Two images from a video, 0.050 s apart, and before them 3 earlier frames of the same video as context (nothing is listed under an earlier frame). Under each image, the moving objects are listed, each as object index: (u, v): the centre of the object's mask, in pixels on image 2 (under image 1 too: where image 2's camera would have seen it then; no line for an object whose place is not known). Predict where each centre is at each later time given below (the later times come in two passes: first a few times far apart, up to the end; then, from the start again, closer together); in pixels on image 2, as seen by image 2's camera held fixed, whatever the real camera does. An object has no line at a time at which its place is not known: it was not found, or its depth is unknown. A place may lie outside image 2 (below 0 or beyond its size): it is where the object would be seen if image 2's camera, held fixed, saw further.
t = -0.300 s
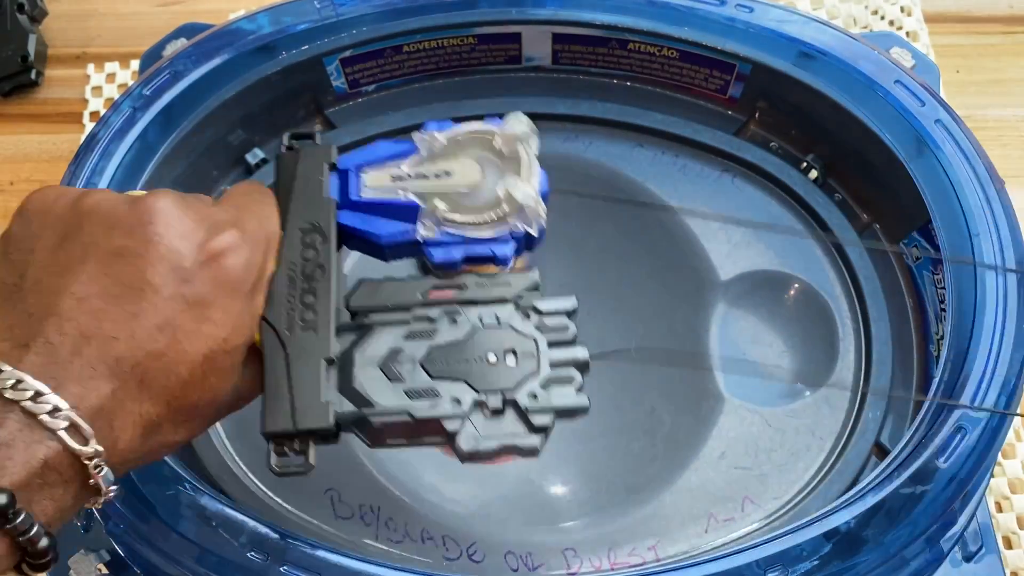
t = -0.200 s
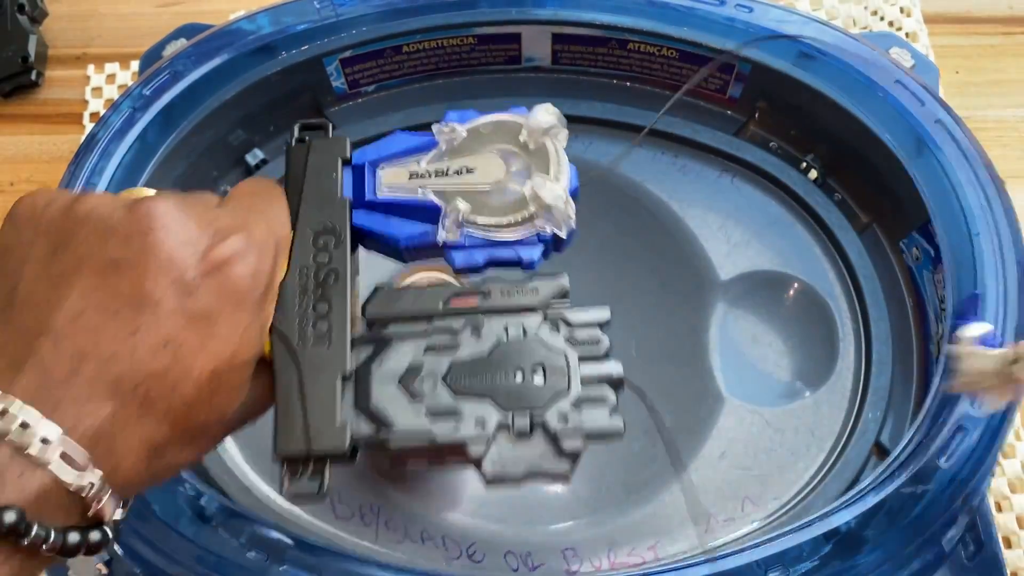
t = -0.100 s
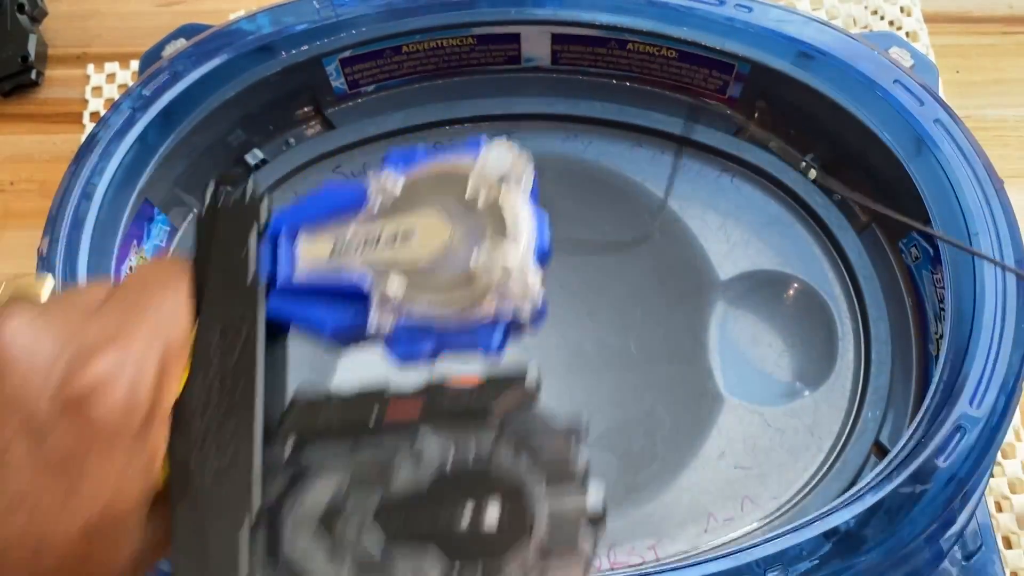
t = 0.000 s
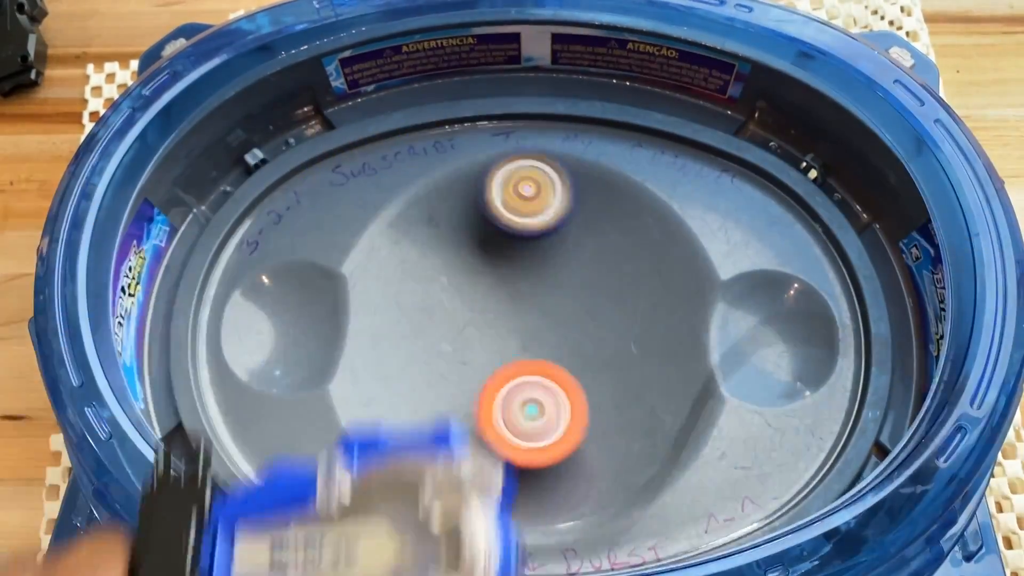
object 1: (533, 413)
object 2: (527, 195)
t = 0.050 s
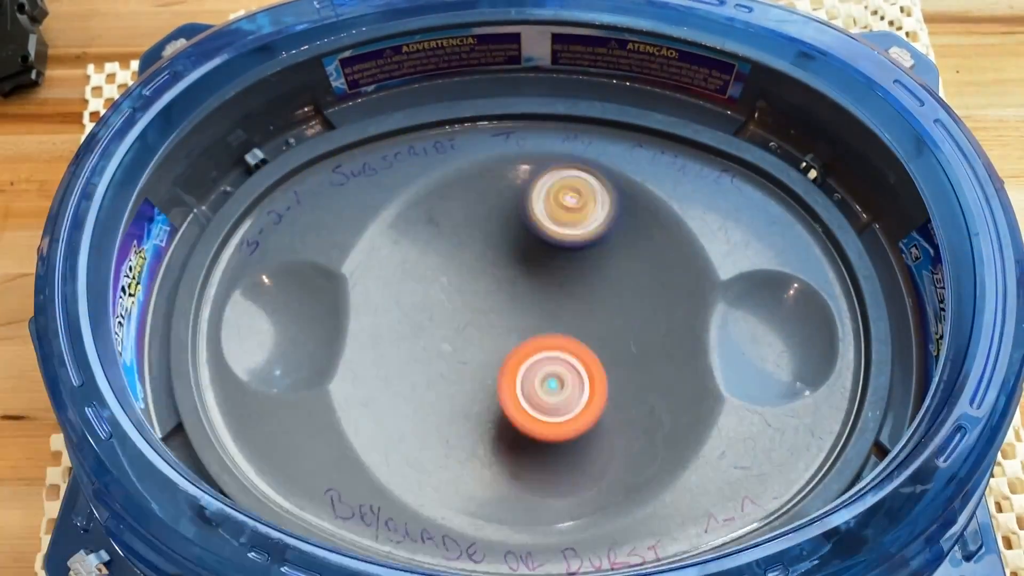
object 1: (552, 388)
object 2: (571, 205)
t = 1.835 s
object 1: (588, 309)
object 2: (756, 273)
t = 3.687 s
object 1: (507, 393)
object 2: (293, 254)
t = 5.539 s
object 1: (476, 415)
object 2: (619, 470)
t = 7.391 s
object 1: (564, 264)
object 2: (258, 210)
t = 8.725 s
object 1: (487, 348)
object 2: (733, 460)
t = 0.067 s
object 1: (556, 377)
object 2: (584, 211)
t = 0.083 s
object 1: (558, 367)
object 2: (599, 221)
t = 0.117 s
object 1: (558, 344)
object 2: (627, 243)
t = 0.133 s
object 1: (554, 334)
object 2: (639, 257)
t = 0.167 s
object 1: (544, 315)
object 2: (663, 293)
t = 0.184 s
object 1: (537, 307)
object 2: (669, 311)
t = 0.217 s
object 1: (520, 294)
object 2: (678, 353)
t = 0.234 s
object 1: (511, 290)
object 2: (679, 377)
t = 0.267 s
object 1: (492, 285)
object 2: (672, 417)
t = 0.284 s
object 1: (481, 285)
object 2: (661, 439)
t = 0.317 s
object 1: (462, 292)
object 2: (635, 476)
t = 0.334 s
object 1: (455, 298)
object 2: (617, 492)
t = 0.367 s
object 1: (446, 310)
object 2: (575, 518)
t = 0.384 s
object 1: (444, 316)
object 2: (552, 525)
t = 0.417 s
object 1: (444, 330)
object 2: (506, 532)
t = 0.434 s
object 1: (446, 336)
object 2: (489, 534)
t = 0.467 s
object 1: (452, 348)
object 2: (453, 533)
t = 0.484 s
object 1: (456, 353)
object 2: (438, 529)
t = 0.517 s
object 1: (465, 359)
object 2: (406, 519)
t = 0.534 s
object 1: (470, 362)
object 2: (394, 513)
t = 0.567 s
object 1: (482, 364)
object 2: (372, 496)
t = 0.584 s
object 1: (488, 363)
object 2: (363, 486)
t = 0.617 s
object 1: (499, 361)
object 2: (348, 464)
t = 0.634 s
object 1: (505, 358)
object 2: (344, 452)
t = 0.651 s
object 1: (509, 355)
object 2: (340, 440)
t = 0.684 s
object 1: (516, 346)
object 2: (334, 414)
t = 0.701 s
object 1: (517, 340)
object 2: (333, 399)
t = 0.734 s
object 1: (521, 331)
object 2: (336, 367)
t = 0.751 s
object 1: (522, 324)
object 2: (339, 352)
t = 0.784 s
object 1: (520, 312)
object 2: (353, 315)
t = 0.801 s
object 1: (519, 307)
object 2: (363, 296)
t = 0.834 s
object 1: (514, 298)
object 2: (389, 260)
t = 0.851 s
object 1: (511, 294)
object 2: (406, 242)
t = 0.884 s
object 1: (502, 291)
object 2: (444, 208)
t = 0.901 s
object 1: (500, 295)
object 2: (461, 185)
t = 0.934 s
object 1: (496, 304)
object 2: (499, 146)
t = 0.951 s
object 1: (495, 308)
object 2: (518, 130)
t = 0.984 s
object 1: (495, 315)
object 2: (557, 110)
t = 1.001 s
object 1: (496, 318)
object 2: (574, 109)
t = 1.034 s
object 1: (500, 323)
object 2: (610, 117)
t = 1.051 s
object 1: (503, 325)
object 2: (627, 128)
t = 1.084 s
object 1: (514, 327)
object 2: (658, 142)
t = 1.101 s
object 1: (518, 328)
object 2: (671, 149)
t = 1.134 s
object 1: (528, 326)
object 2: (692, 161)
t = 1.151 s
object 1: (532, 324)
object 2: (701, 168)
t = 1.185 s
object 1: (540, 317)
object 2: (715, 178)
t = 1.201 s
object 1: (542, 313)
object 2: (720, 183)
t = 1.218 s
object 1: (545, 308)
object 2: (725, 191)
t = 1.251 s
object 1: (547, 298)
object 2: (733, 204)
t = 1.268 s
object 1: (547, 293)
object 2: (735, 211)
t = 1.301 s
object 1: (543, 284)
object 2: (741, 226)
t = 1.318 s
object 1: (540, 280)
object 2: (742, 234)
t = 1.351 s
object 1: (532, 275)
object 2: (744, 250)
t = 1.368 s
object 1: (527, 273)
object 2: (743, 258)
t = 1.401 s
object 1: (518, 274)
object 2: (742, 277)
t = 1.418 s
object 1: (512, 275)
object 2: (745, 290)
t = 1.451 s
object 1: (502, 284)
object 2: (752, 315)
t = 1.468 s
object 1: (498, 289)
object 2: (756, 323)
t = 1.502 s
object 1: (495, 300)
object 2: (767, 344)
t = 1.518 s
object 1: (495, 305)
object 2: (773, 352)
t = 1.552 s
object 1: (495, 316)
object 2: (778, 363)
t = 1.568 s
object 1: (496, 321)
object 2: (778, 365)
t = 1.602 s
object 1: (505, 334)
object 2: (775, 366)
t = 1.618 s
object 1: (511, 339)
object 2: (772, 365)
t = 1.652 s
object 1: (528, 347)
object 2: (763, 357)
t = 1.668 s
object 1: (534, 349)
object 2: (758, 351)
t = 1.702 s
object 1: (550, 349)
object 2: (746, 333)
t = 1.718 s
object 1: (558, 347)
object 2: (742, 322)
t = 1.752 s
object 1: (570, 340)
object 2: (736, 302)
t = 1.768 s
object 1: (577, 336)
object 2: (737, 293)
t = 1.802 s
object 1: (584, 324)
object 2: (744, 280)
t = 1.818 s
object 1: (587, 315)
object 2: (749, 276)
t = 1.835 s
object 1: (588, 309)
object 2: (756, 273)
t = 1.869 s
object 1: (584, 297)
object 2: (772, 274)
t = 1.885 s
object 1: (582, 292)
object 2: (780, 276)
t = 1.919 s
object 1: (574, 284)
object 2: (802, 292)
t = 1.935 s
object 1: (568, 280)
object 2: (810, 303)
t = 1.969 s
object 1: (557, 278)
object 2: (820, 328)
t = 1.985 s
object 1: (552, 277)
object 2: (823, 342)
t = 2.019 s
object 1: (543, 277)
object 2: (818, 368)
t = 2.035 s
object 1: (536, 279)
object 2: (812, 380)
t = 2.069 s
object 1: (524, 287)
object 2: (788, 396)
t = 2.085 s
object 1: (520, 293)
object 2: (777, 403)
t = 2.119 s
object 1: (511, 305)
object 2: (755, 421)
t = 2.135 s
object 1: (509, 312)
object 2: (746, 429)
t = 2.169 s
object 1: (508, 326)
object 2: (729, 444)
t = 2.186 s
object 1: (508, 333)
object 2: (718, 450)
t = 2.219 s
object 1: (515, 348)
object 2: (703, 464)
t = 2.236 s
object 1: (519, 355)
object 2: (692, 469)
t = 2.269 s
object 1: (530, 364)
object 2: (674, 480)
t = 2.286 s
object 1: (537, 367)
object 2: (664, 486)
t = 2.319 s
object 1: (549, 372)
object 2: (638, 495)
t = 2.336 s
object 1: (557, 371)
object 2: (624, 500)
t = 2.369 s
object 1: (570, 368)
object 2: (590, 503)
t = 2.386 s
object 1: (574, 365)
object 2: (571, 504)
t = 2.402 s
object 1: (578, 361)
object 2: (550, 500)
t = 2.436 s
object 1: (583, 351)
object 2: (505, 487)
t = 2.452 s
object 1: (583, 347)
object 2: (484, 476)
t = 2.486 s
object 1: (583, 339)
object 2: (440, 448)
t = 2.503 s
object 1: (584, 334)
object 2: (422, 431)
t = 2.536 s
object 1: (581, 324)
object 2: (388, 389)
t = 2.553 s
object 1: (578, 319)
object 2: (380, 367)
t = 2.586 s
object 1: (572, 312)
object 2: (365, 319)
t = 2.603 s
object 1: (570, 310)
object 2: (363, 295)
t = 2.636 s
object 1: (562, 304)
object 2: (367, 249)
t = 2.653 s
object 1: (556, 301)
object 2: (374, 230)
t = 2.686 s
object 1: (543, 302)
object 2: (397, 191)
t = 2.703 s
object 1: (536, 305)
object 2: (412, 173)
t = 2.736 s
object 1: (524, 310)
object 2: (444, 147)
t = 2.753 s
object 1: (521, 313)
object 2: (460, 133)
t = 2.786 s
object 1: (513, 324)
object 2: (492, 114)
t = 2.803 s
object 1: (510, 330)
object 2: (507, 113)
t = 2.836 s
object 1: (507, 341)
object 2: (538, 124)
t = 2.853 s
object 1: (507, 347)
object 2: (553, 130)
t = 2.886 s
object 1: (507, 358)
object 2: (583, 142)
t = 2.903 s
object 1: (510, 364)
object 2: (601, 152)
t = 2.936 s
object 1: (518, 375)
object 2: (632, 174)
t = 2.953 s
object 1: (524, 379)
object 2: (647, 189)
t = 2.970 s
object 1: (529, 383)
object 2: (662, 208)
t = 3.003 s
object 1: (539, 384)
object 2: (686, 247)
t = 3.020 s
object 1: (544, 383)
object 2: (693, 270)
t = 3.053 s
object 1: (554, 384)
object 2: (703, 318)
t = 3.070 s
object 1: (559, 383)
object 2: (704, 343)
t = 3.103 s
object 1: (571, 376)
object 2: (698, 392)
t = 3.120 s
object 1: (576, 370)
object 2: (689, 413)
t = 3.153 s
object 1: (581, 359)
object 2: (660, 454)
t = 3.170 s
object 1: (581, 354)
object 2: (642, 472)
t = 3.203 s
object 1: (579, 342)
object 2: (598, 497)
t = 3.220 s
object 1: (577, 337)
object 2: (573, 506)
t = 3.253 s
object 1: (572, 327)
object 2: (522, 514)
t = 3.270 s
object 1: (568, 322)
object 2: (495, 512)
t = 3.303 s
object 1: (558, 312)
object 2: (446, 502)
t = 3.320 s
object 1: (552, 307)
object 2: (424, 492)
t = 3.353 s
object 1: (538, 302)
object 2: (382, 468)
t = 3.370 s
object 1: (530, 301)
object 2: (365, 454)
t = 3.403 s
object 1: (513, 303)
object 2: (337, 424)
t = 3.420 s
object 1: (505, 306)
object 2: (324, 408)
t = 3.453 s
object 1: (492, 314)
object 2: (306, 383)
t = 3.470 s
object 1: (486, 320)
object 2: (299, 372)
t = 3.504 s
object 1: (478, 335)
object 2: (288, 351)
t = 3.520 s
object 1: (474, 344)
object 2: (280, 340)
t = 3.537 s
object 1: (471, 352)
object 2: (274, 328)
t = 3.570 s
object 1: (471, 366)
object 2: (267, 302)
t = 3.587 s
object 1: (474, 373)
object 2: (265, 291)
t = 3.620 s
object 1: (485, 384)
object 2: (269, 271)
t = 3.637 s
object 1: (491, 388)
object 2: (274, 264)
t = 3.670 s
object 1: (502, 392)
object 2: (285, 255)
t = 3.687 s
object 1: (507, 393)
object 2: (293, 254)
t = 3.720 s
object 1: (520, 395)
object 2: (314, 259)
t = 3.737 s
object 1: (529, 396)
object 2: (325, 262)
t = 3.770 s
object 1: (545, 392)
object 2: (347, 276)
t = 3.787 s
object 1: (553, 388)
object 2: (362, 283)
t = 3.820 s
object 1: (567, 377)
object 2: (395, 298)
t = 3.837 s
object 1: (573, 369)
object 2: (413, 303)
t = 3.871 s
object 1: (582, 349)
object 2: (451, 313)
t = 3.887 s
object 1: (583, 339)
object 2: (471, 317)
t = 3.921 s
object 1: (613, 321)
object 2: (475, 315)
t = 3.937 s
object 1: (627, 312)
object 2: (473, 312)
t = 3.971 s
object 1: (647, 294)
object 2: (471, 304)
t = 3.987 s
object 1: (653, 285)
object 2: (469, 300)
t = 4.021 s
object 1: (657, 267)
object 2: (468, 288)
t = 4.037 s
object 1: (656, 259)
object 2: (467, 282)
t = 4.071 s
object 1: (647, 243)
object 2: (468, 270)
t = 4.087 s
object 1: (639, 237)
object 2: (471, 264)
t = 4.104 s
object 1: (630, 232)
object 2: (475, 259)
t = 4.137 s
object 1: (608, 222)
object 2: (488, 251)
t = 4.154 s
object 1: (597, 218)
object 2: (495, 248)
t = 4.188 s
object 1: (598, 204)
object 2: (486, 254)
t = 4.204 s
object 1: (595, 199)
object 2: (482, 259)
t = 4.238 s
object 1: (585, 191)
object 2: (479, 266)
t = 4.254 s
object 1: (576, 188)
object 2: (481, 271)
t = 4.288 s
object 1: (557, 184)
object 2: (484, 278)
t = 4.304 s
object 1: (547, 184)
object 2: (486, 281)
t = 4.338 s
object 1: (527, 190)
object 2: (487, 289)
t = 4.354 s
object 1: (518, 190)
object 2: (486, 300)
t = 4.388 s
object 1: (503, 197)
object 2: (485, 322)
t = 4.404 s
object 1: (497, 204)
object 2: (482, 330)
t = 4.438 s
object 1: (487, 222)
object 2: (478, 348)
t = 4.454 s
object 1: (483, 232)
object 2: (476, 356)
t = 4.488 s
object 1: (481, 255)
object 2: (470, 366)
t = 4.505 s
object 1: (482, 267)
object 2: (467, 370)
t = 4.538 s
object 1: (490, 287)
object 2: (458, 384)
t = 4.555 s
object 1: (496, 295)
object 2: (452, 392)
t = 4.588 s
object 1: (510, 312)
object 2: (443, 405)
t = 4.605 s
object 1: (518, 320)
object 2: (439, 409)
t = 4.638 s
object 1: (536, 333)
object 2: (430, 414)
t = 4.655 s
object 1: (545, 338)
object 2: (426, 415)
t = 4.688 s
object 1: (566, 345)
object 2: (420, 415)
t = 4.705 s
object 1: (576, 347)
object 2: (418, 412)
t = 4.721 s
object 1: (586, 348)
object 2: (415, 408)
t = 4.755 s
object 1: (607, 347)
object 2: (414, 401)
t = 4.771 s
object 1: (616, 345)
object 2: (414, 397)
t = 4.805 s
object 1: (634, 339)
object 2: (416, 388)
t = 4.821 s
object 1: (641, 335)
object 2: (418, 381)
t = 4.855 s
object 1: (654, 323)
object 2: (422, 368)
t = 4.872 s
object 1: (659, 317)
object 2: (427, 365)
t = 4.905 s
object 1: (665, 301)
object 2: (436, 357)
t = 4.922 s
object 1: (667, 294)
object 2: (443, 354)
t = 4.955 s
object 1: (664, 278)
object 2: (459, 351)
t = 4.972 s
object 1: (661, 271)
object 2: (468, 350)
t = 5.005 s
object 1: (648, 258)
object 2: (486, 352)
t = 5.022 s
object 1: (641, 253)
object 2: (495, 353)
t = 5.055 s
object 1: (622, 247)
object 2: (513, 356)
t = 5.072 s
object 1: (612, 246)
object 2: (522, 358)
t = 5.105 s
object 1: (590, 248)
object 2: (538, 361)
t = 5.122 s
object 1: (580, 252)
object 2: (546, 363)
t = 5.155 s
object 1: (559, 263)
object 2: (559, 369)
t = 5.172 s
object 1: (550, 270)
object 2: (565, 373)
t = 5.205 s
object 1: (534, 285)
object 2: (574, 379)
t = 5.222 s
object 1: (527, 294)
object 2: (579, 383)
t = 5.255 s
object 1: (515, 312)
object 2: (585, 391)
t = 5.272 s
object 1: (511, 321)
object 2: (588, 394)
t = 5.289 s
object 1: (507, 331)
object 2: (589, 398)
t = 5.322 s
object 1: (503, 349)
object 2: (593, 409)
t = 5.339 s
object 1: (498, 356)
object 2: (598, 415)
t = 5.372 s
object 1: (489, 368)
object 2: (607, 428)
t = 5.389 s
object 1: (487, 375)
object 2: (610, 434)
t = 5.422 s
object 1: (486, 388)
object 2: (612, 444)
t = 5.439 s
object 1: (487, 395)
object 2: (611, 448)
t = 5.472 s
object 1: (491, 409)
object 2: (606, 454)
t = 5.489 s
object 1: (493, 415)
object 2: (602, 457)
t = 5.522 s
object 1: (482, 416)
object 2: (613, 466)
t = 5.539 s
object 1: (476, 415)
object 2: (619, 470)
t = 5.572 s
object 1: (469, 415)
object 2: (628, 477)
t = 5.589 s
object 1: (468, 416)
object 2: (633, 479)
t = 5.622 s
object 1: (467, 418)
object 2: (643, 482)
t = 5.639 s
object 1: (468, 421)
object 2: (649, 481)
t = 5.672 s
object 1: (471, 427)
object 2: (665, 478)
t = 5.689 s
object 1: (472, 429)
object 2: (676, 476)
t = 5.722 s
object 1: (474, 433)
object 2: (698, 470)
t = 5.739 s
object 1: (475, 434)
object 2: (711, 466)
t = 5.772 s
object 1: (479, 435)
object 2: (734, 456)
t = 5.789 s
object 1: (480, 435)
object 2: (748, 449)
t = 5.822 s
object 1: (484, 433)
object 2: (774, 436)
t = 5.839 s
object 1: (486, 431)
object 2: (785, 430)
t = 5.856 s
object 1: (488, 428)
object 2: (797, 422)
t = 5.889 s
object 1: (491, 422)
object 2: (822, 408)
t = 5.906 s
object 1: (492, 419)
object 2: (833, 401)
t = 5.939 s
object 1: (493, 411)
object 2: (845, 384)
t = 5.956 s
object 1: (494, 406)
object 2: (844, 374)
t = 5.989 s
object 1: (495, 396)
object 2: (844, 354)
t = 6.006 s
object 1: (494, 390)
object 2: (844, 345)
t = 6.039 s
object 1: (493, 378)
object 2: (848, 326)
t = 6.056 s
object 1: (492, 371)
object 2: (852, 319)
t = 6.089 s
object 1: (488, 359)
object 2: (847, 303)
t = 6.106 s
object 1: (485, 354)
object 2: (847, 296)
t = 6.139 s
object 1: (481, 343)
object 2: (842, 281)
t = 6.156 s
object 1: (478, 338)
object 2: (841, 274)
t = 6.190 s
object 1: (472, 329)
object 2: (834, 260)
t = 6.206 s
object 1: (469, 324)
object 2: (830, 254)
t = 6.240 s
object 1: (463, 315)
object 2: (822, 243)
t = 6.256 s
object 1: (460, 311)
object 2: (818, 236)
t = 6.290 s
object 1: (454, 305)
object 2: (812, 225)
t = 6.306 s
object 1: (451, 302)
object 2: (808, 219)
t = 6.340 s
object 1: (446, 299)
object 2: (799, 209)
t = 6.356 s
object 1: (444, 298)
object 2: (793, 205)
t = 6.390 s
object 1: (441, 295)
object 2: (780, 199)
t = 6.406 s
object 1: (440, 294)
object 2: (775, 194)
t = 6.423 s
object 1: (438, 293)
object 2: (770, 189)
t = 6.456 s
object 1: (437, 293)
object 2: (758, 178)
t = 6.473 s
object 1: (436, 292)
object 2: (754, 173)
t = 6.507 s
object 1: (436, 293)
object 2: (741, 166)
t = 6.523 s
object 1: (437, 293)
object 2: (733, 166)
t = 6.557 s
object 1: (438, 294)
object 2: (717, 166)
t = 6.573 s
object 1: (439, 294)
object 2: (709, 165)
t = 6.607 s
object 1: (442, 294)
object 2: (694, 160)
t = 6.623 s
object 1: (443, 293)
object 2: (686, 157)
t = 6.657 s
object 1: (447, 294)
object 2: (668, 149)
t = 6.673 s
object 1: (450, 294)
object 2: (659, 144)
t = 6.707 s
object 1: (456, 295)
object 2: (644, 134)
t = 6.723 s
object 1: (460, 295)
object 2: (635, 132)
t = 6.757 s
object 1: (468, 295)
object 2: (616, 133)
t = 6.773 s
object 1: (472, 295)
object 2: (607, 134)
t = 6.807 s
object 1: (480, 294)
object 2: (589, 132)
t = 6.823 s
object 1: (485, 293)
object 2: (579, 130)
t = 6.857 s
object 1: (495, 292)
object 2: (559, 127)
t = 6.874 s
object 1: (500, 291)
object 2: (548, 126)
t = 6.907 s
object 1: (511, 288)
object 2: (526, 122)
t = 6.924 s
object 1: (515, 286)
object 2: (515, 123)
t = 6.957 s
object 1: (524, 282)
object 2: (496, 123)
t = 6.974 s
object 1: (529, 281)
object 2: (486, 123)
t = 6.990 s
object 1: (534, 279)
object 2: (476, 123)
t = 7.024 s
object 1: (544, 274)
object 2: (458, 125)
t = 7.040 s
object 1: (547, 271)
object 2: (449, 127)
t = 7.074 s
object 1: (553, 266)
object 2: (431, 132)
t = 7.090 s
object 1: (555, 265)
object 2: (422, 134)
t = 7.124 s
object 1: (558, 262)
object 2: (403, 138)
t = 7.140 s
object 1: (560, 261)
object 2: (395, 141)
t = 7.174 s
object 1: (562, 259)
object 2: (376, 149)
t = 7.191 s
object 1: (562, 258)
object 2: (366, 152)
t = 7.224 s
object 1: (562, 258)
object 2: (348, 159)
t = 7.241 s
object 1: (563, 258)
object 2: (340, 163)
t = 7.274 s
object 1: (563, 259)
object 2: (320, 173)
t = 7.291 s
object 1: (564, 259)
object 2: (311, 178)
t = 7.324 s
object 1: (564, 259)
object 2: (293, 187)
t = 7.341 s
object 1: (563, 260)
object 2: (286, 193)
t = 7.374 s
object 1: (564, 262)
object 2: (266, 205)
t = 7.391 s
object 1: (564, 264)
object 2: (258, 210)
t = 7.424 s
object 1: (565, 266)
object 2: (246, 220)
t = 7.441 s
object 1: (565, 268)
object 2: (242, 228)
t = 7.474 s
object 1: (564, 272)
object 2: (233, 243)
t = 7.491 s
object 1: (564, 274)
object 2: (231, 249)
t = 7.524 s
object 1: (565, 279)
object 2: (224, 262)
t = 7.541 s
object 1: (565, 282)
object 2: (221, 270)
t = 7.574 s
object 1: (565, 288)
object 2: (214, 283)
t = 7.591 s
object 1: (565, 292)
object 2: (212, 291)
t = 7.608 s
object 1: (565, 296)
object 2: (212, 298)
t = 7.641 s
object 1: (566, 304)
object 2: (208, 314)
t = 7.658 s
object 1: (566, 309)
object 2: (207, 322)
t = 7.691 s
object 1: (566, 317)
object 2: (208, 338)
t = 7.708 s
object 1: (567, 323)
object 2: (209, 347)
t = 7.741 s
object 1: (569, 331)
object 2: (211, 363)
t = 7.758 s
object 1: (570, 335)
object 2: (211, 372)
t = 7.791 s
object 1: (571, 341)
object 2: (219, 388)
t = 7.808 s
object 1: (571, 345)
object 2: (221, 396)
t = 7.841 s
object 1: (572, 351)
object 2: (227, 410)
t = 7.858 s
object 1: (573, 354)
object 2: (232, 418)
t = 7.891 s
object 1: (573, 359)
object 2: (241, 432)
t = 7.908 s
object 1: (573, 362)
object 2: (244, 439)
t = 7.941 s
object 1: (574, 366)
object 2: (259, 450)
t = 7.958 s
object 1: (575, 368)
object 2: (264, 457)
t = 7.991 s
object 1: (575, 369)
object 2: (277, 468)
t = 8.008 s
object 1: (575, 370)
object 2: (286, 473)
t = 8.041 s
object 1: (576, 371)
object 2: (301, 482)
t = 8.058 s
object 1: (576, 371)
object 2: (310, 485)
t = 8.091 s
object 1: (576, 371)
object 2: (326, 493)
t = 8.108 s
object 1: (575, 371)
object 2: (336, 497)
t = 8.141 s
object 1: (576, 372)
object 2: (352, 503)
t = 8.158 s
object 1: (575, 372)
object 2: (363, 505)
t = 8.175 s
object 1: (575, 372)
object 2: (373, 509)
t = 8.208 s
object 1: (572, 372)
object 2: (393, 514)
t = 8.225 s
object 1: (571, 373)
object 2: (404, 515)
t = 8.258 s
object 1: (569, 372)
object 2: (427, 520)
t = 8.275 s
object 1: (568, 372)
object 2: (438, 521)
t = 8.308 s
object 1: (564, 372)
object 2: (461, 524)
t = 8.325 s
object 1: (563, 372)
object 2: (473, 526)
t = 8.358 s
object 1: (559, 370)
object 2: (497, 528)
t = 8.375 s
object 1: (556, 370)
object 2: (508, 528)
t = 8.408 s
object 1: (551, 369)
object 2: (533, 529)
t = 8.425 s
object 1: (548, 368)
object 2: (543, 527)
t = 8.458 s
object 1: (542, 366)
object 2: (566, 526)
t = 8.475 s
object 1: (539, 366)
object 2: (577, 523)
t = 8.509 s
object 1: (533, 364)
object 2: (600, 520)
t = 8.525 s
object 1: (530, 362)
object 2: (612, 517)
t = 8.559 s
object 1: (523, 359)
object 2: (633, 510)
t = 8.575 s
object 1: (519, 359)
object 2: (643, 507)
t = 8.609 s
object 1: (512, 356)
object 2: (666, 497)
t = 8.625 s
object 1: (508, 354)
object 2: (675, 494)
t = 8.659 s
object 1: (500, 353)
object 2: (695, 484)
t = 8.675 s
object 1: (497, 352)
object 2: (706, 478)
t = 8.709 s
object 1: (490, 349)
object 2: (721, 466)
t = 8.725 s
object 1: (487, 348)
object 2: (733, 460)
